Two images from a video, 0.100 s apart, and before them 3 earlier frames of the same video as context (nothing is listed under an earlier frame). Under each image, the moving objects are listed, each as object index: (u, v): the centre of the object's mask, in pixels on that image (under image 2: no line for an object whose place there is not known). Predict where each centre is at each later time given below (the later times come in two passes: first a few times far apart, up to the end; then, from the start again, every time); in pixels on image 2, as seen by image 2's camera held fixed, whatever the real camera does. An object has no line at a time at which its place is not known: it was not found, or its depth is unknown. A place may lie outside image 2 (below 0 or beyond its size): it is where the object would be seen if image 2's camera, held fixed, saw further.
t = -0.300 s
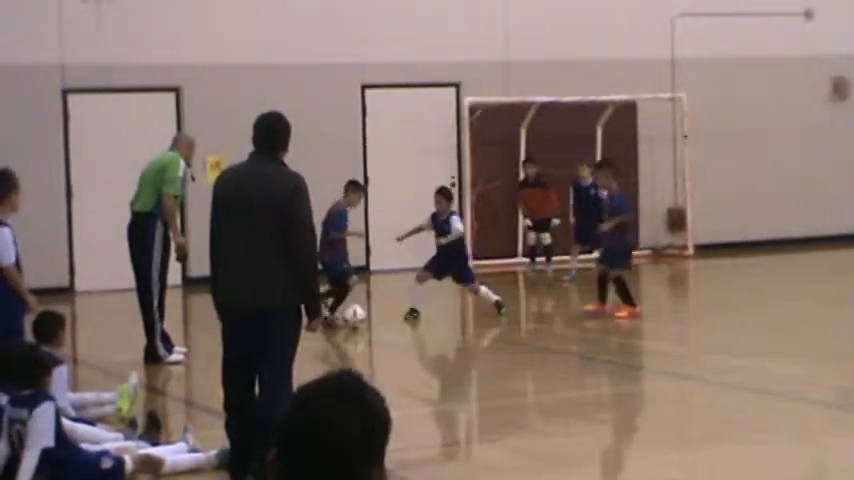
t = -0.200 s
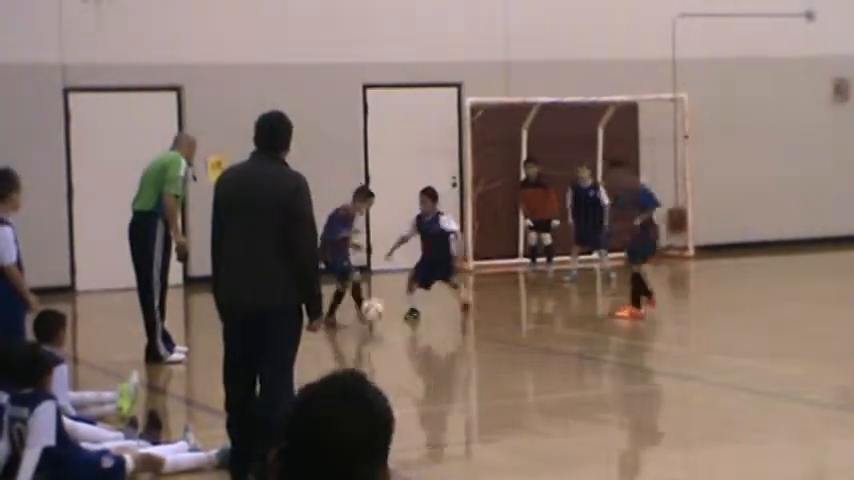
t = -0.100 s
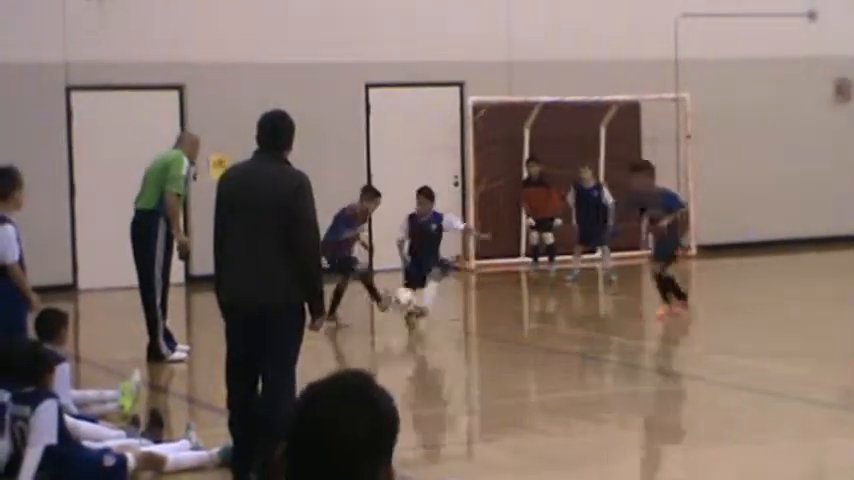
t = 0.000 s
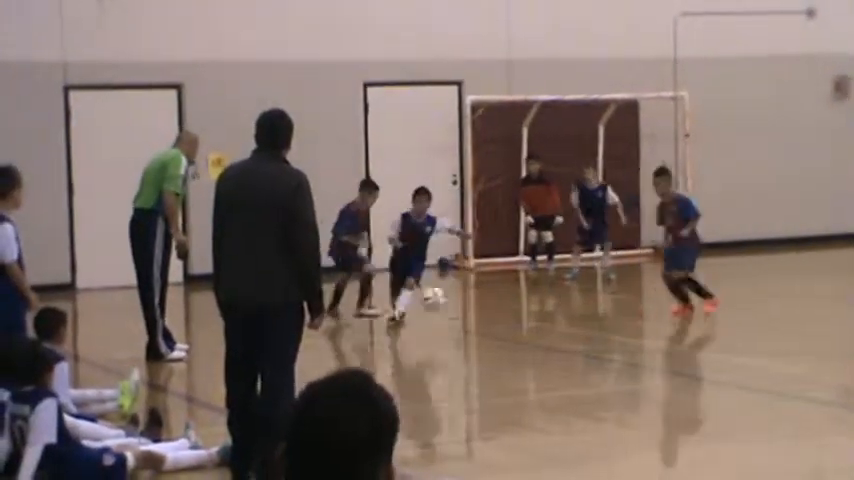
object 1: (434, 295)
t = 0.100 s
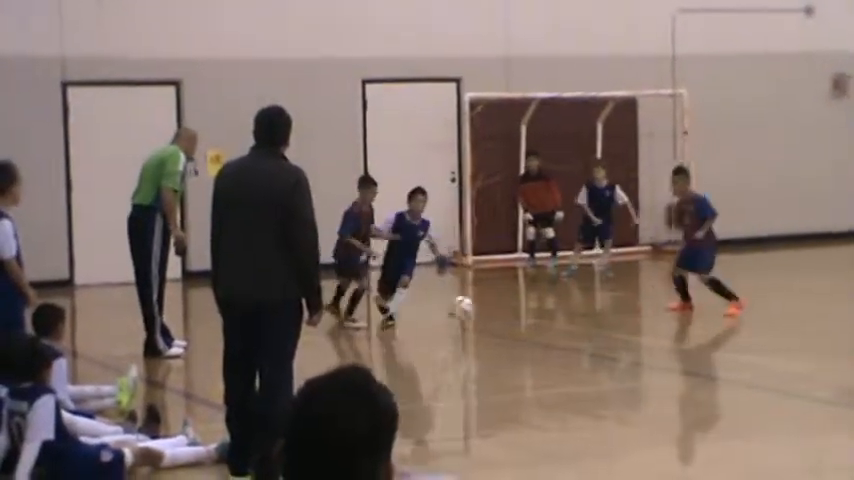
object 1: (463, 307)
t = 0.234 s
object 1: (497, 320)
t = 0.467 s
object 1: (542, 330)
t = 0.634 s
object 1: (570, 338)
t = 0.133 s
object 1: (474, 312)
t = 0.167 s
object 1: (486, 323)
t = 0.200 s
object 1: (491, 320)
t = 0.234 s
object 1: (497, 320)
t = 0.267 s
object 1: (504, 317)
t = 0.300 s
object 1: (509, 317)
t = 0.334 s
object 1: (517, 317)
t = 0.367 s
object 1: (524, 321)
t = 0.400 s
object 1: (531, 326)
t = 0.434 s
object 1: (534, 330)
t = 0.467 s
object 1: (542, 330)
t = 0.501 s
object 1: (548, 328)
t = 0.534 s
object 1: (553, 330)
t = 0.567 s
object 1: (559, 333)
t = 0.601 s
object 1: (565, 337)
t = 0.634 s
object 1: (570, 338)
